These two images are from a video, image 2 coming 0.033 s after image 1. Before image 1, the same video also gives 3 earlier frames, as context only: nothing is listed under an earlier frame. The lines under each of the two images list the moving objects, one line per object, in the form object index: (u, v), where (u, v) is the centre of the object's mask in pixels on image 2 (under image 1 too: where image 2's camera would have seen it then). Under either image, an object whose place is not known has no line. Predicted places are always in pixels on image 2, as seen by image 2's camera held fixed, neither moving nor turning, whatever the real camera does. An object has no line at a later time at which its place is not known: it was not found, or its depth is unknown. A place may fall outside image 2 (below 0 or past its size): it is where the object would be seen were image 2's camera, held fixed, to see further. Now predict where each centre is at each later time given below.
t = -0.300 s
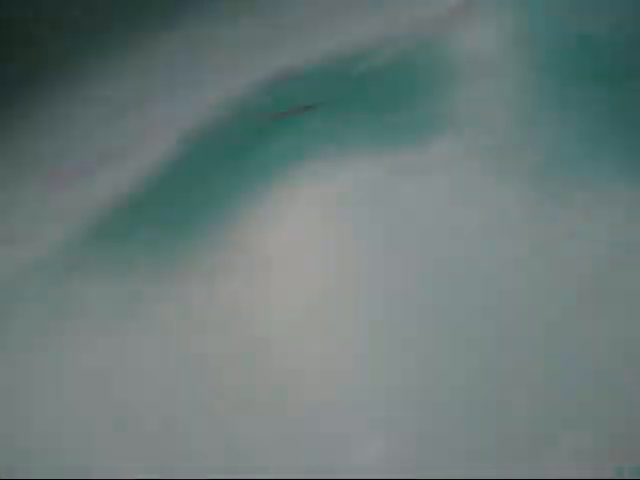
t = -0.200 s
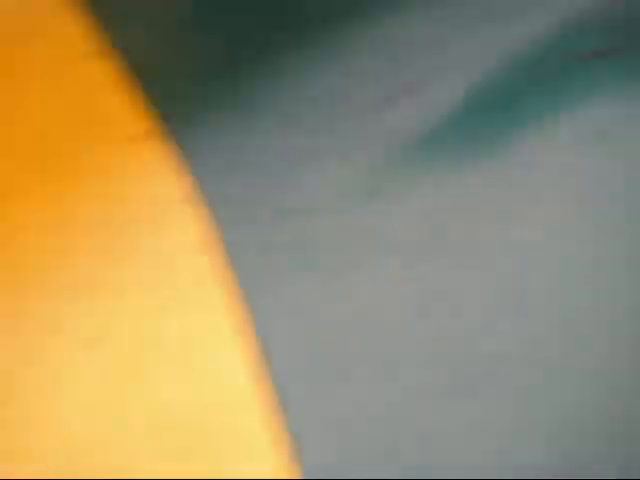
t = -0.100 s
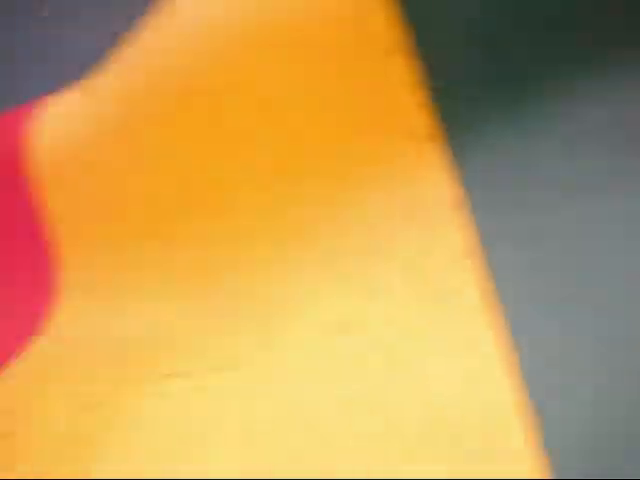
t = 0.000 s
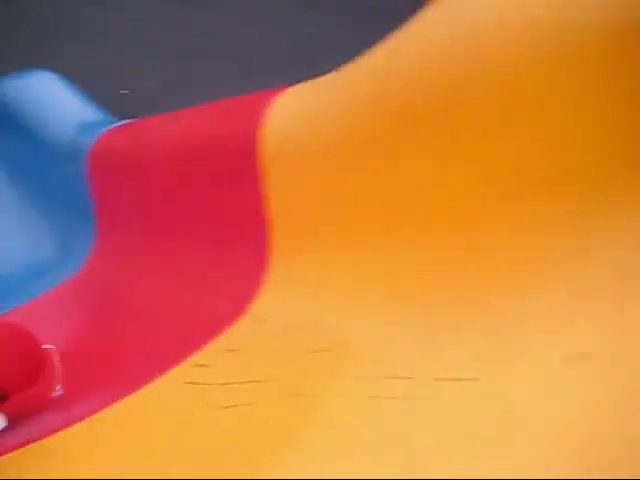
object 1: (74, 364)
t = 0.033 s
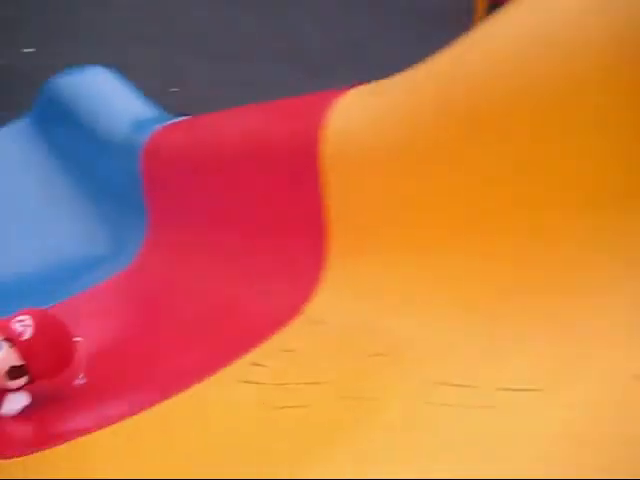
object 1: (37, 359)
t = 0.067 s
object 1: (4, 353)
